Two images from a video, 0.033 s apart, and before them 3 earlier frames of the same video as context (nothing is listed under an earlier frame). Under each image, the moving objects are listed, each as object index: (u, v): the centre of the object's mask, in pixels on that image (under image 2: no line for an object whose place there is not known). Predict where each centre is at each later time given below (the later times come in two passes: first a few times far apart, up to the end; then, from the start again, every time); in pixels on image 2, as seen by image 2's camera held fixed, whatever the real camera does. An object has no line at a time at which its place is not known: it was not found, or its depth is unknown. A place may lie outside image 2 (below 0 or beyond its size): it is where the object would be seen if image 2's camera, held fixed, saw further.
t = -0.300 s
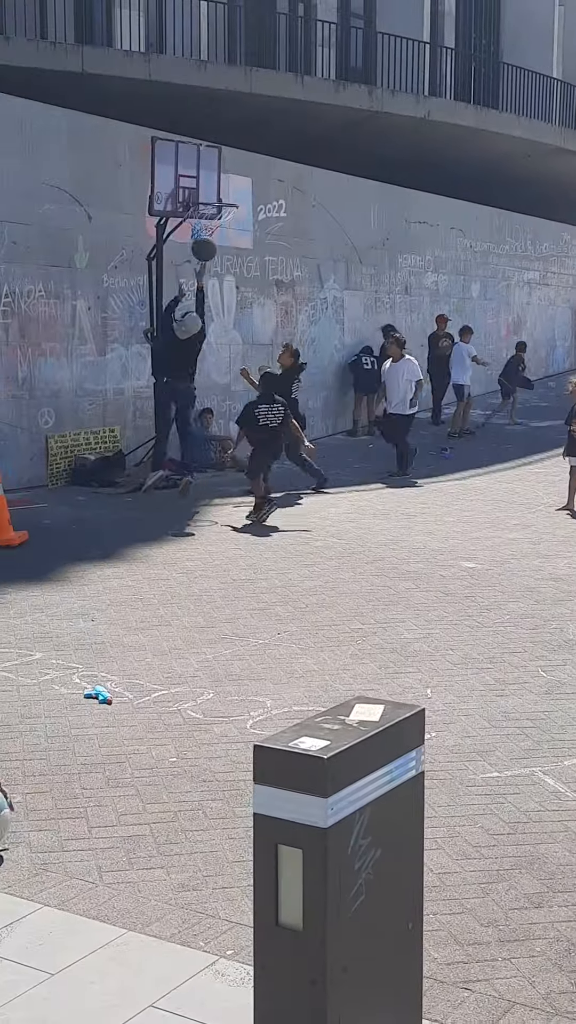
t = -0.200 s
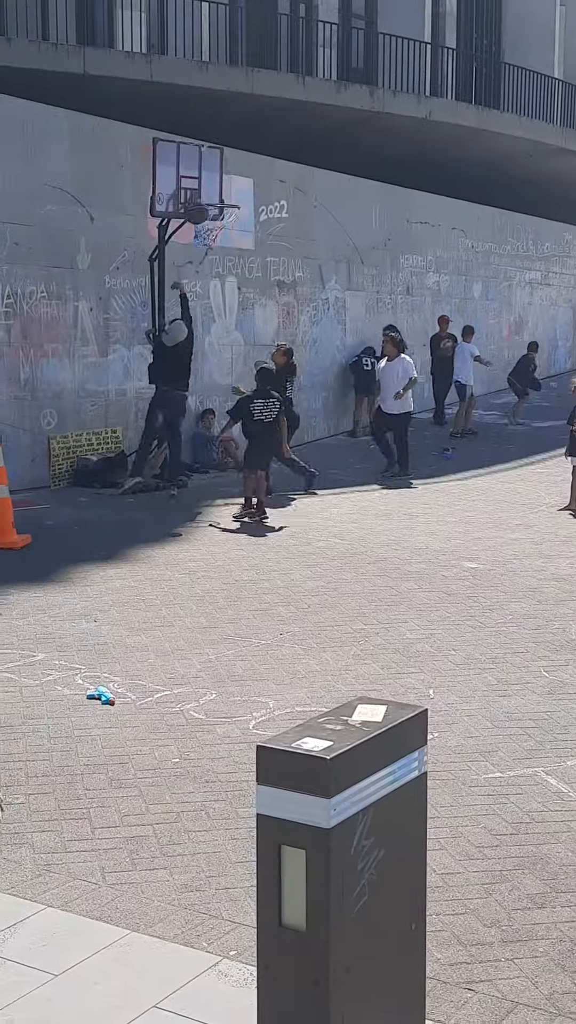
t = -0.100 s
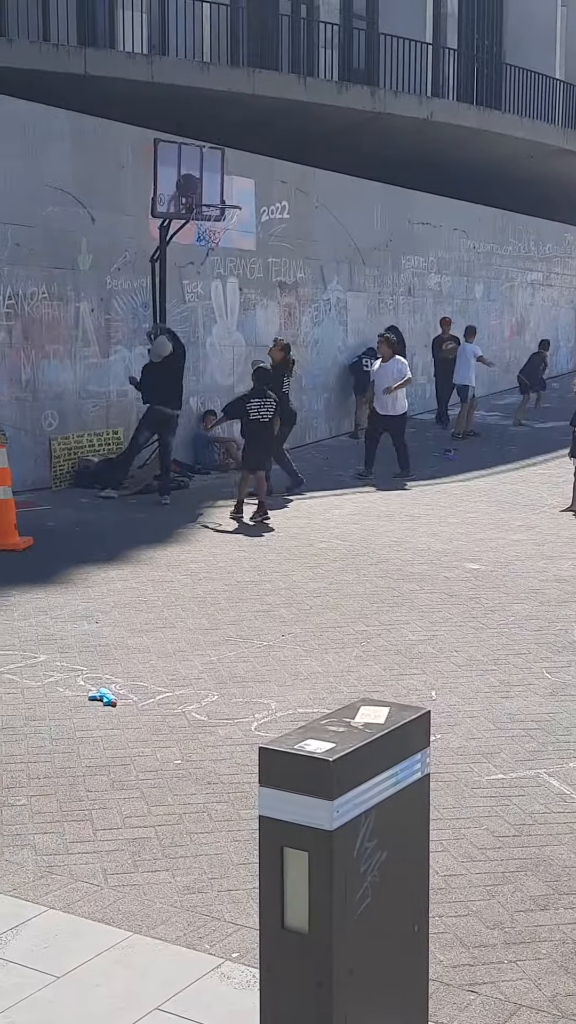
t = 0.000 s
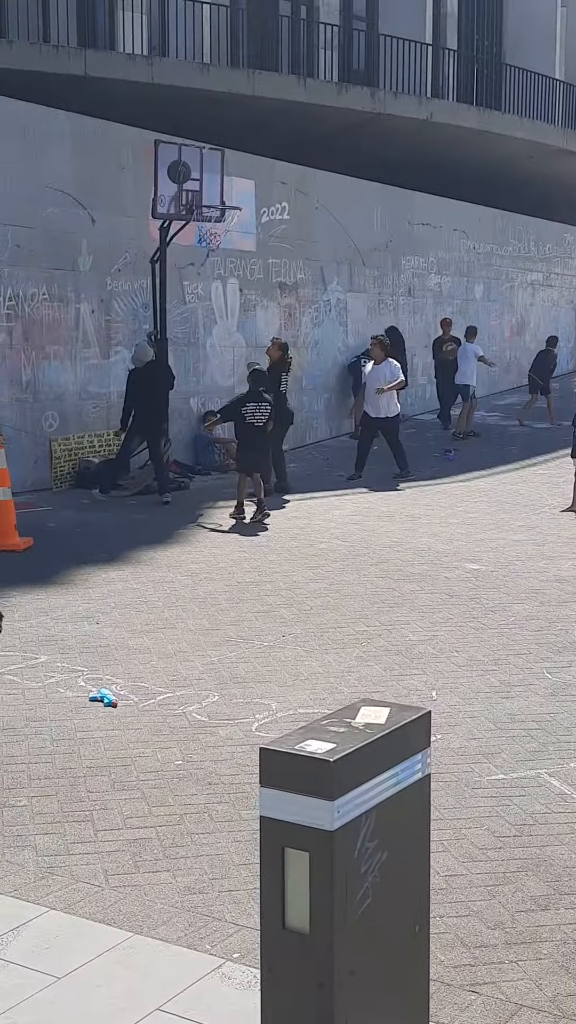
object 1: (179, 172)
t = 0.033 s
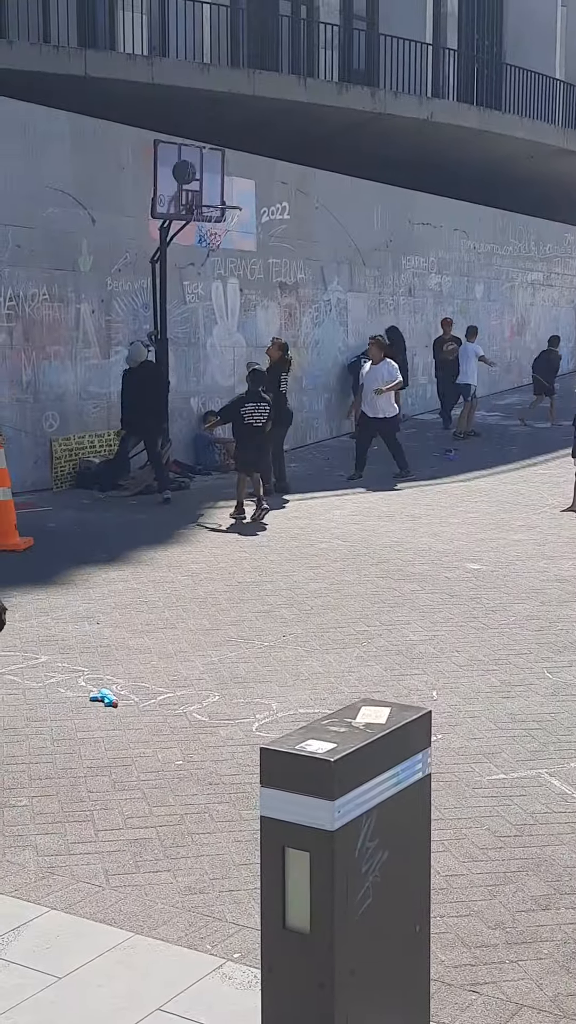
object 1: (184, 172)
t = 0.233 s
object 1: (218, 196)
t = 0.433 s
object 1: (225, 227)
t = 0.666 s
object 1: (227, 235)
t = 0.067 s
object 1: (189, 173)
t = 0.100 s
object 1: (196, 176)
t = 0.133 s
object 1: (201, 179)
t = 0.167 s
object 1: (207, 184)
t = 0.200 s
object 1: (213, 189)
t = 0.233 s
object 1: (218, 196)
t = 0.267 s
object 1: (223, 202)
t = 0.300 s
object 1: (224, 207)
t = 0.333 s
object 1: (224, 212)
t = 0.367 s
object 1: (226, 219)
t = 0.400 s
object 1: (225, 224)
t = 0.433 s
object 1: (225, 227)
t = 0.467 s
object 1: (225, 230)
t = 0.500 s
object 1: (227, 232)
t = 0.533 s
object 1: (228, 233)
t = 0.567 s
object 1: (228, 232)
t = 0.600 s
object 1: (228, 232)
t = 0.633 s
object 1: (228, 233)
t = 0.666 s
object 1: (227, 235)
